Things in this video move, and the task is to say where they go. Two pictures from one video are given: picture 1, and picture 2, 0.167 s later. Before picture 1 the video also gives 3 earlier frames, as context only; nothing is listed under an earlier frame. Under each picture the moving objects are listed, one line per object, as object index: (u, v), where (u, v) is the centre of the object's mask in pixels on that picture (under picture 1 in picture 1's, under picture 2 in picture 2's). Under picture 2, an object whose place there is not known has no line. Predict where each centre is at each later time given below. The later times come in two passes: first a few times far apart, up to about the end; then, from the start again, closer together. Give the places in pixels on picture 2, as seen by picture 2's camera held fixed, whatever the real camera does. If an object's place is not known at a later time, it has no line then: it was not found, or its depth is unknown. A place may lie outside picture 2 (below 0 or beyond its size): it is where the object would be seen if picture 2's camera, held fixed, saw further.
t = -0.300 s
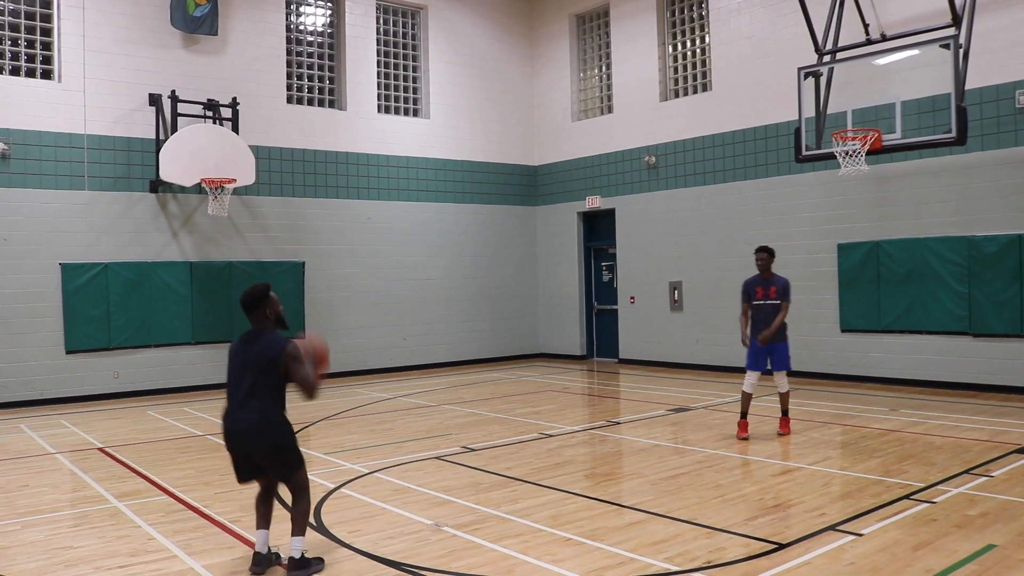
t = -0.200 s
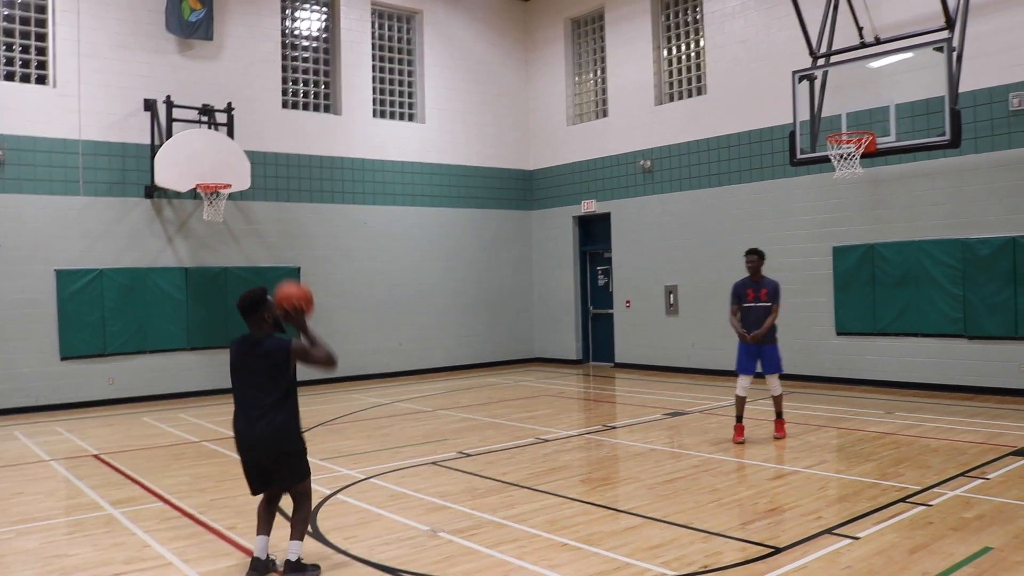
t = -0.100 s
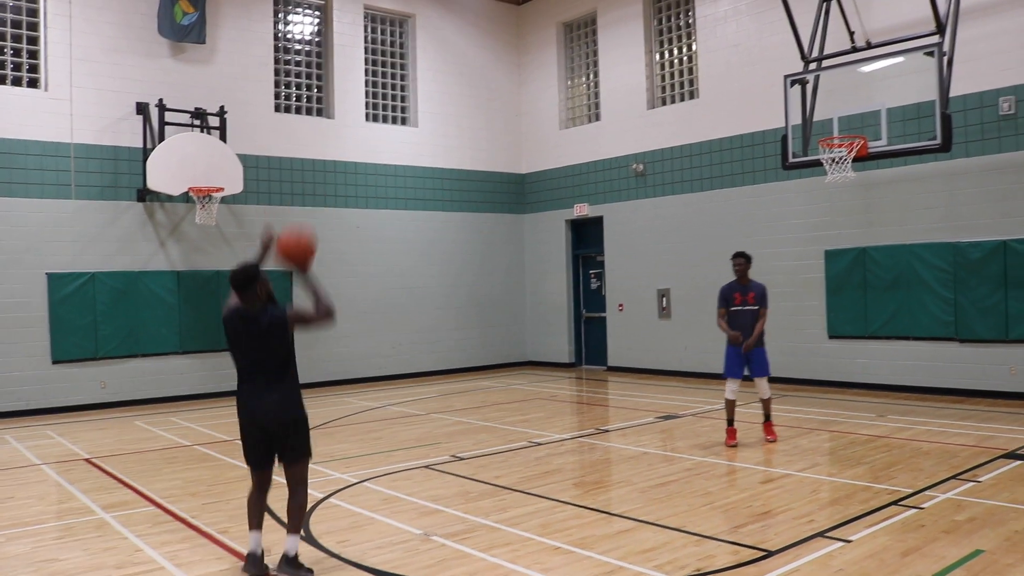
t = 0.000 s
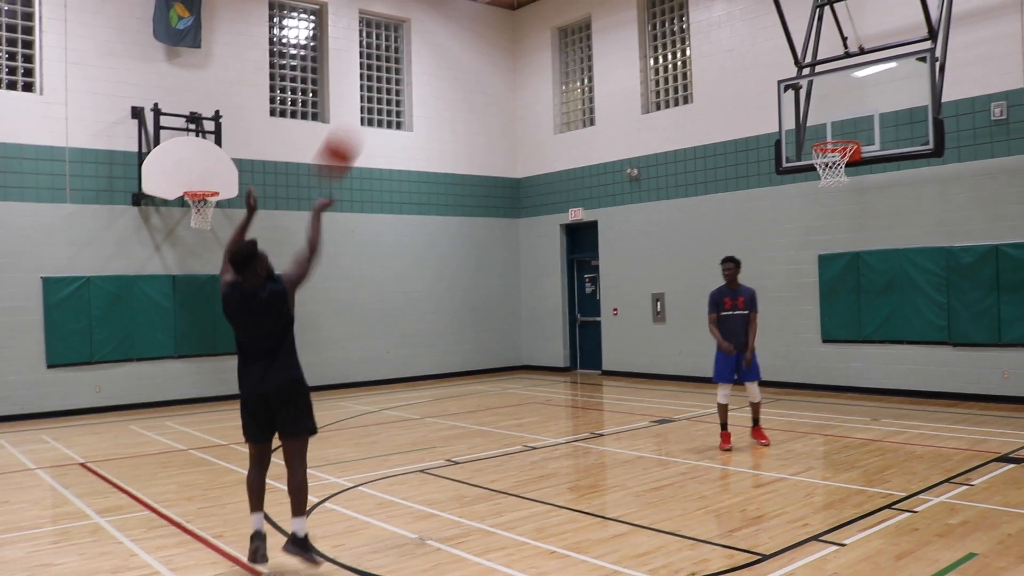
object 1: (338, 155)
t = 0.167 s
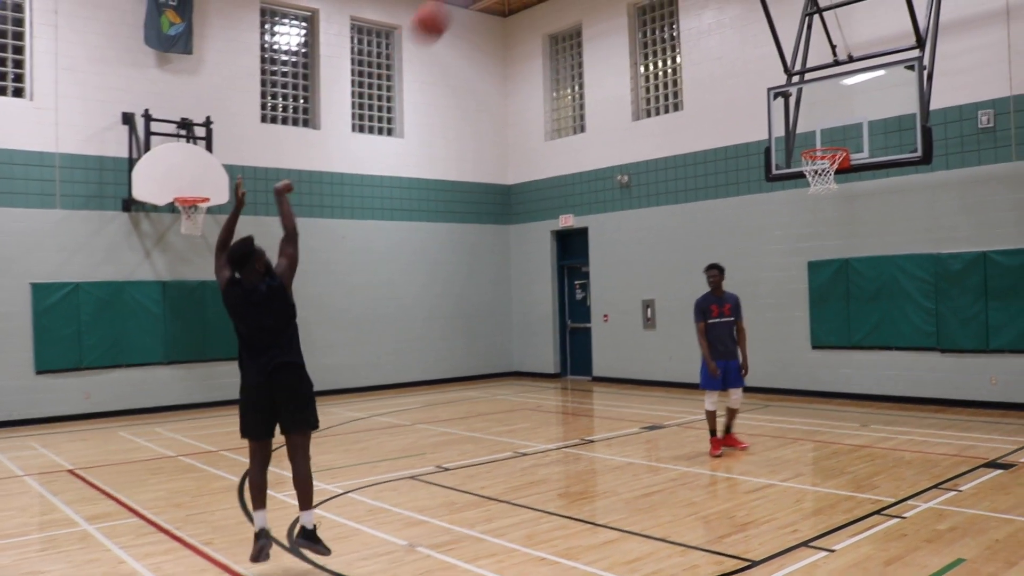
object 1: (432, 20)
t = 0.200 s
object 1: (447, 10)
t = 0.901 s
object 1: (726, -26)
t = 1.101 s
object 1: (783, 47)
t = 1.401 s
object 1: (844, 107)
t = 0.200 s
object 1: (447, 10)
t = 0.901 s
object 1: (726, -26)
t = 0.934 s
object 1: (736, -21)
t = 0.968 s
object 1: (745, -10)
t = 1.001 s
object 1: (757, 2)
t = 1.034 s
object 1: (767, 16)
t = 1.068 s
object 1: (775, 32)
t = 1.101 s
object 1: (783, 47)
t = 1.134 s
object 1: (794, 64)
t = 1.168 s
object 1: (803, 79)
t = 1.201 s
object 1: (812, 97)
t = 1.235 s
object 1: (820, 114)
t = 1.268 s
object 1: (829, 135)
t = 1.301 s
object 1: (833, 133)
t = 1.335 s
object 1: (837, 123)
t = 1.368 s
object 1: (841, 114)
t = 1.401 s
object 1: (844, 107)
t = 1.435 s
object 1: (848, 100)
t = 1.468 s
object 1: (851, 95)
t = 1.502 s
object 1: (855, 91)
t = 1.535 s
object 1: (859, 87)
